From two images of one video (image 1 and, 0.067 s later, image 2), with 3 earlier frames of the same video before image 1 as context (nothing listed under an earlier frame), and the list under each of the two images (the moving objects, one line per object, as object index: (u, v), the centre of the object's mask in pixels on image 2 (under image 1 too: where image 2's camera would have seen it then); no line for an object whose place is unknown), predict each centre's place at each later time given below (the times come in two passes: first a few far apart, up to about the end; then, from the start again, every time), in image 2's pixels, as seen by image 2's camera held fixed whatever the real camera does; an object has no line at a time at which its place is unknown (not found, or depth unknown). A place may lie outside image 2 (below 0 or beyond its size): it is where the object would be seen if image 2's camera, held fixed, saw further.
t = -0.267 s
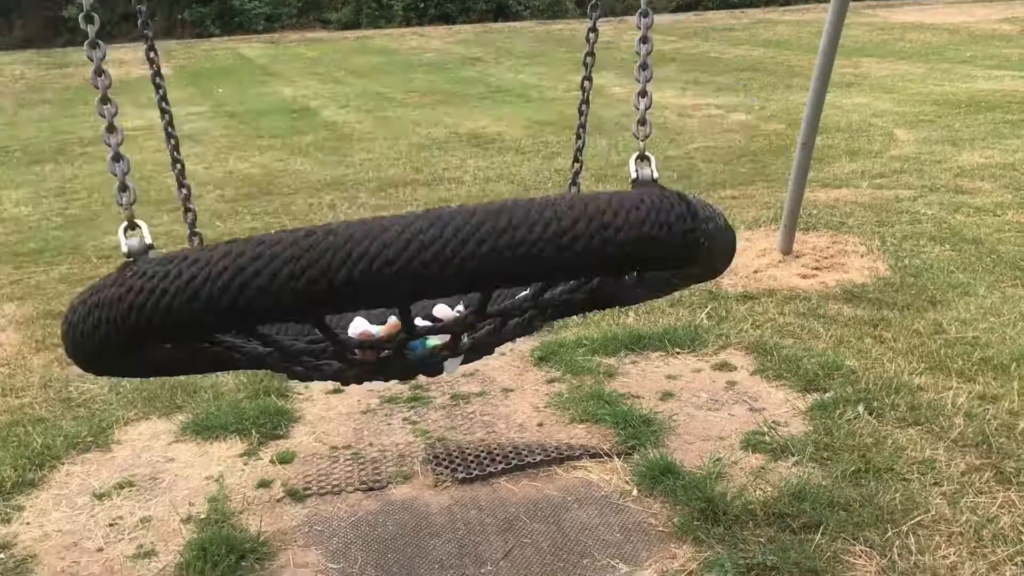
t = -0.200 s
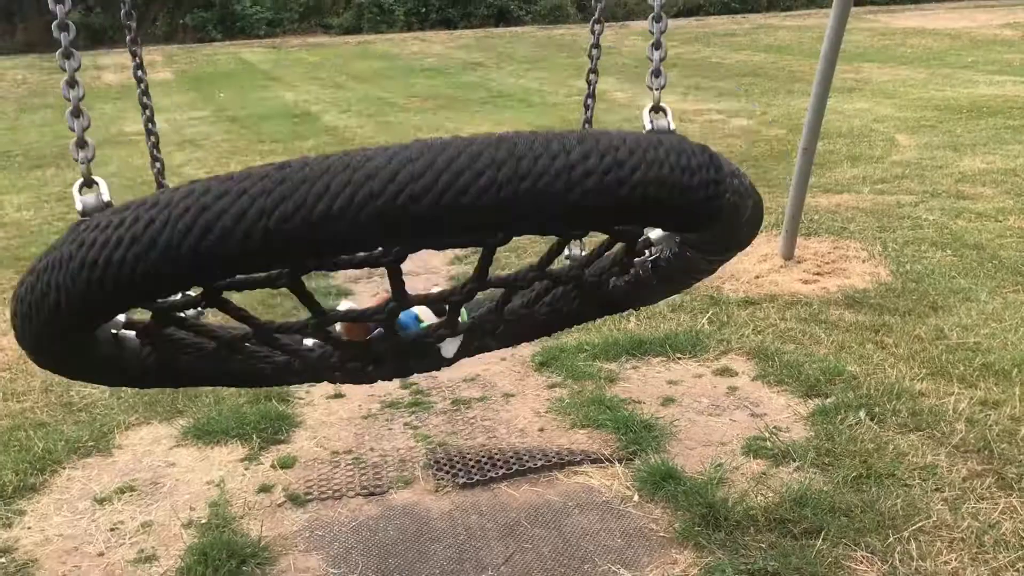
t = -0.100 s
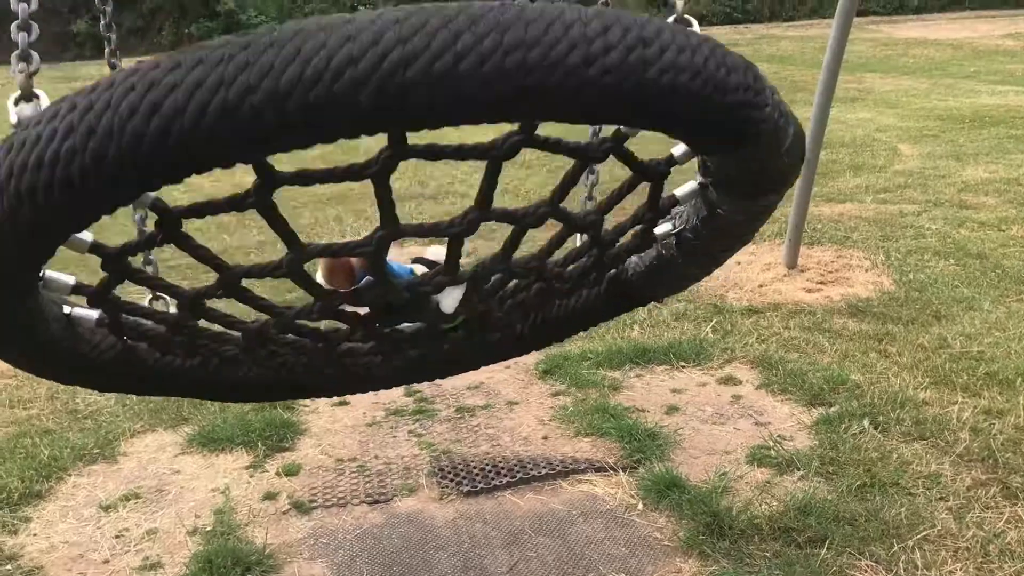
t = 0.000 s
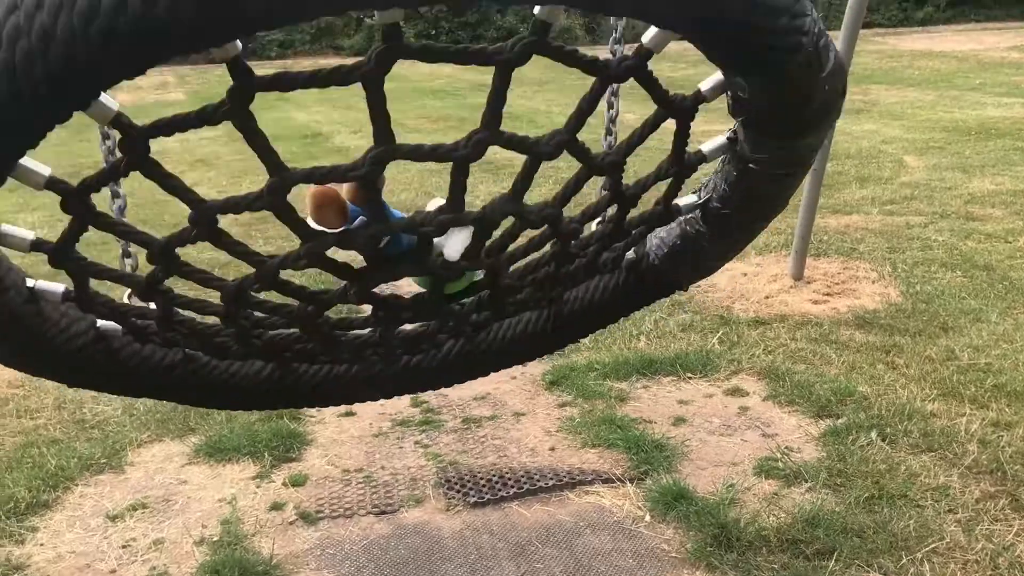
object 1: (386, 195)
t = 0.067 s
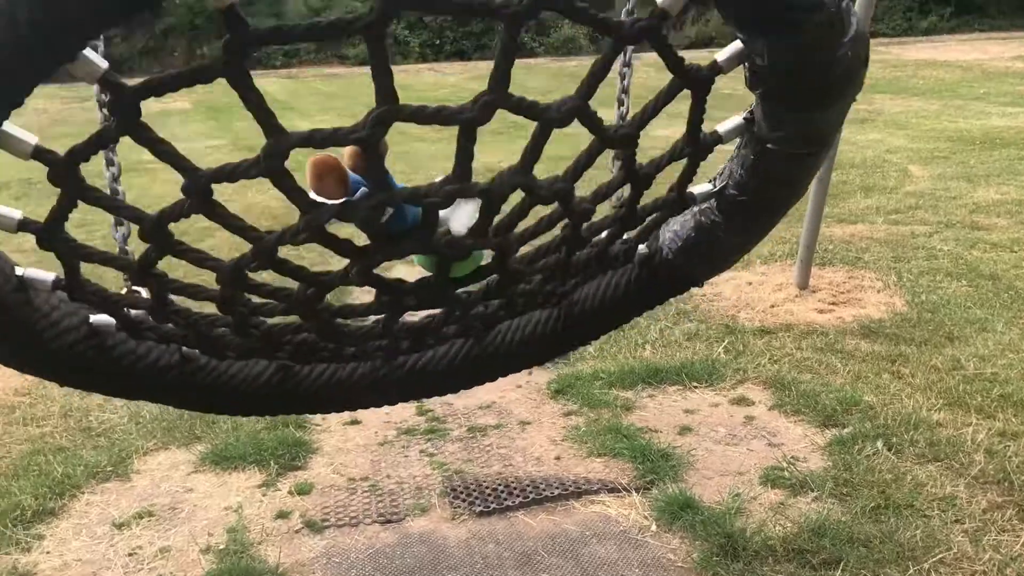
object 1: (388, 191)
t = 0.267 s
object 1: (379, 179)
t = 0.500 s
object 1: (418, 278)
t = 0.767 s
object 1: (449, 332)
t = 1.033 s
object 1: (442, 227)
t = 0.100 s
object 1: (382, 192)
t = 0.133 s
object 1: (381, 189)
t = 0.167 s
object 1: (380, 188)
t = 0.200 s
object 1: (382, 184)
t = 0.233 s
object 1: (387, 179)
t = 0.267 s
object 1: (379, 179)
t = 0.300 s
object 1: (382, 171)
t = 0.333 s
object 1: (385, 174)
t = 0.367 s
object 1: (392, 183)
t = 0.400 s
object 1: (397, 205)
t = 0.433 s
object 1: (404, 232)
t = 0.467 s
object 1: (411, 256)
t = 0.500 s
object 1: (418, 278)
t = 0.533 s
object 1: (424, 298)
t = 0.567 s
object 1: (430, 314)
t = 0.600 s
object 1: (436, 328)
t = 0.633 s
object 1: (441, 339)
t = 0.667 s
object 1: (446, 346)
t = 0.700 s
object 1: (447, 343)
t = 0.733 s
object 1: (448, 339)
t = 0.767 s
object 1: (449, 332)
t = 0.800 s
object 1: (449, 324)
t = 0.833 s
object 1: (449, 314)
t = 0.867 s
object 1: (448, 302)
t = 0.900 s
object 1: (447, 289)
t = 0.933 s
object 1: (446, 274)
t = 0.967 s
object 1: (445, 259)
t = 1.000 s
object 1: (443, 243)
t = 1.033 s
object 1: (442, 227)
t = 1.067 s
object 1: (439, 212)
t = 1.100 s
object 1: (437, 196)
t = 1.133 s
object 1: (435, 180)
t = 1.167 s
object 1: (433, 165)
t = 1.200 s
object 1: (430, 151)
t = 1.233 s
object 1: (428, 138)
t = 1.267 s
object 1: (426, 126)
